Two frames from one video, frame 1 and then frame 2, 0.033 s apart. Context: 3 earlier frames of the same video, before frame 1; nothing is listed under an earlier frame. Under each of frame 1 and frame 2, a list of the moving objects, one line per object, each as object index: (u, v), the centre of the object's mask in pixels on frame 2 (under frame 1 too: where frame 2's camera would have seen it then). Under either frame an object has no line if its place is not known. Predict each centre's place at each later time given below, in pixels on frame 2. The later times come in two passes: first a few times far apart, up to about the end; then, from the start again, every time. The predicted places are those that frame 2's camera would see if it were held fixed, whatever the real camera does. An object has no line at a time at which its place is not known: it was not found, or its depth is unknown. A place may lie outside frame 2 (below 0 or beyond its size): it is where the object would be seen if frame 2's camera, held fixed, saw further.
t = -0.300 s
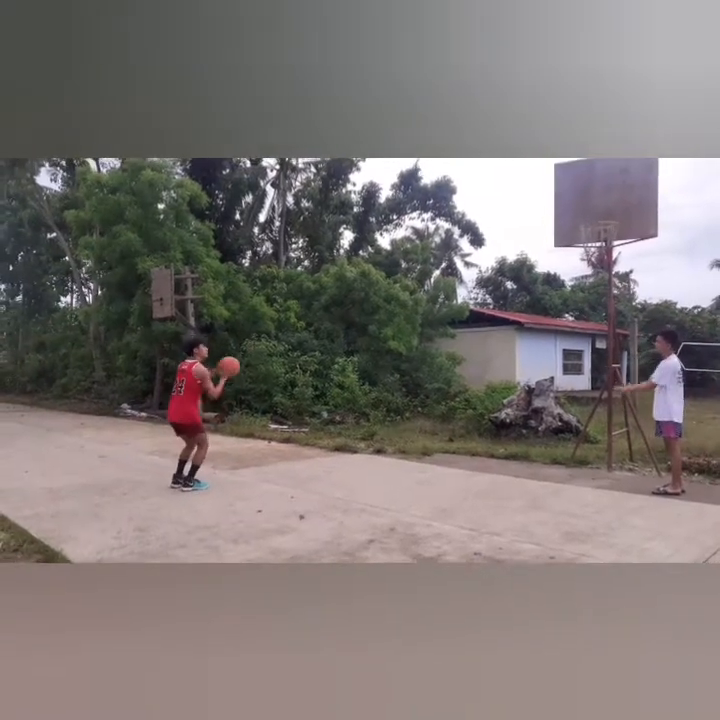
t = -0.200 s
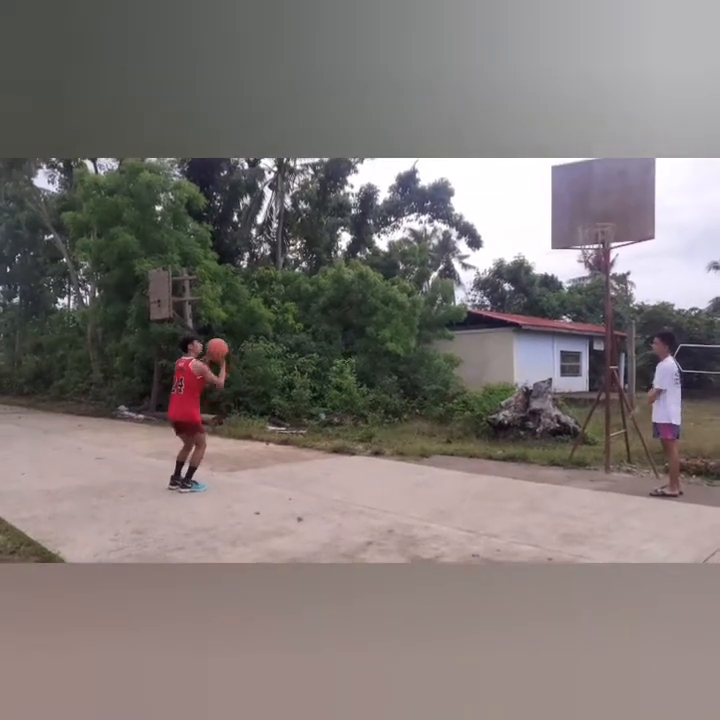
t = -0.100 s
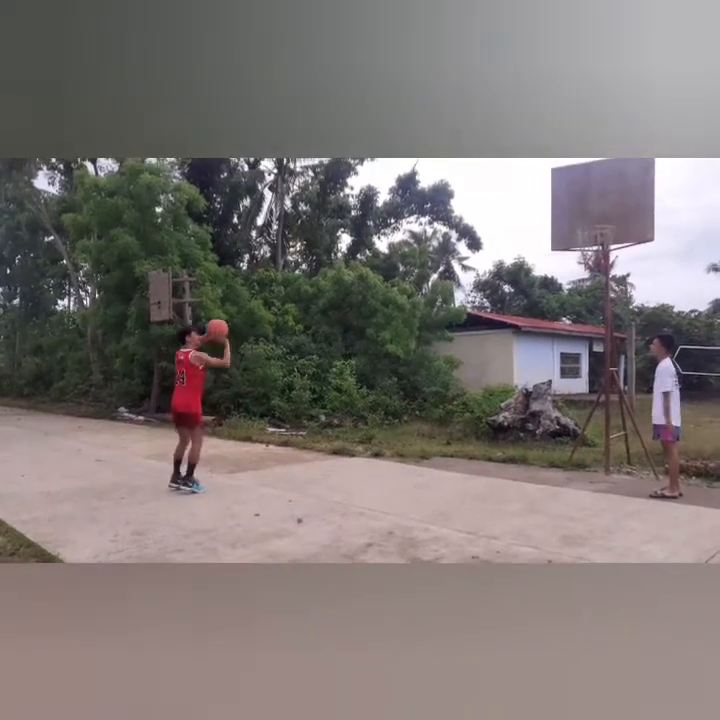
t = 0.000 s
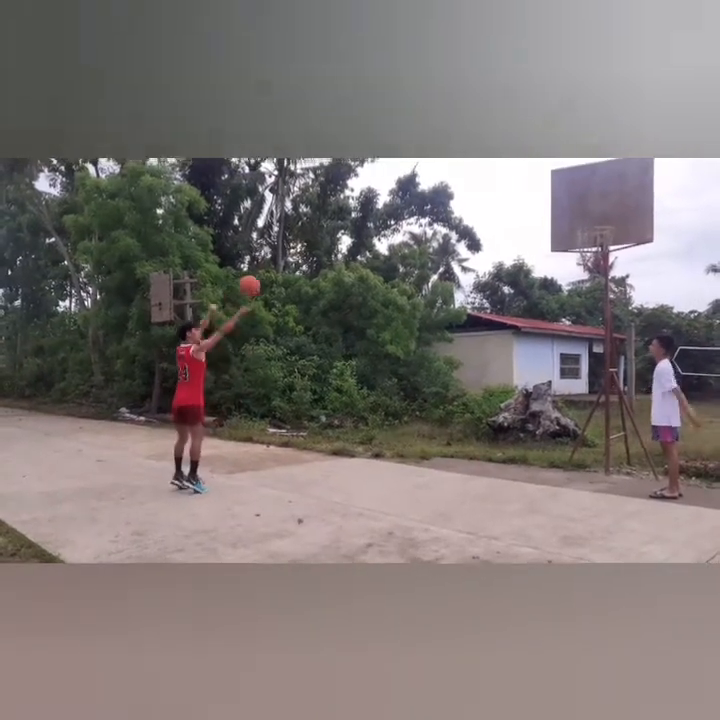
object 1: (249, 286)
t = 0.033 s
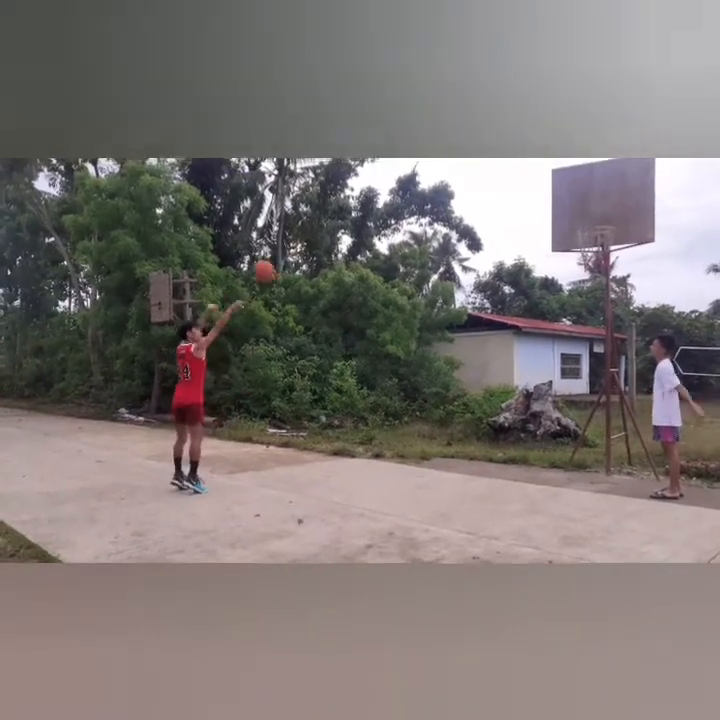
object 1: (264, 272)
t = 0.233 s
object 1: (344, 202)
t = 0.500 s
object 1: (449, 168)
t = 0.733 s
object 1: (533, 181)
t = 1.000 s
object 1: (592, 239)
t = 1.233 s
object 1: (574, 250)
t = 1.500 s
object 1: (581, 285)
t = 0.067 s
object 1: (279, 258)
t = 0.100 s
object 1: (292, 244)
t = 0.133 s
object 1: (305, 232)
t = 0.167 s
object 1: (319, 221)
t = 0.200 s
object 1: (332, 211)
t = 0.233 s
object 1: (344, 202)
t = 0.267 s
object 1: (359, 194)
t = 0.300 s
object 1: (372, 187)
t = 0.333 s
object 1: (385, 181)
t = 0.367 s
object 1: (398, 175)
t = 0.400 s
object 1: (411, 171)
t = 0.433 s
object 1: (423, 169)
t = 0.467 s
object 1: (436, 168)
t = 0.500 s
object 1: (449, 168)
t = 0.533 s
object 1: (461, 168)
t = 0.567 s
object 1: (473, 168)
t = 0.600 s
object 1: (485, 168)
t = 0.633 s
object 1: (497, 169)
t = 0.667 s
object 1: (509, 172)
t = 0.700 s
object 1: (521, 176)
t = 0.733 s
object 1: (533, 181)
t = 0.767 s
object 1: (544, 187)
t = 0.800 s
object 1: (555, 194)
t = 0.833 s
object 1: (568, 201)
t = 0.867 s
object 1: (582, 209)
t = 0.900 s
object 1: (592, 219)
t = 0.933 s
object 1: (602, 226)
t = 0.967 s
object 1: (603, 235)
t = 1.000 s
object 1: (592, 239)
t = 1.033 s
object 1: (584, 246)
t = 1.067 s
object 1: (579, 249)
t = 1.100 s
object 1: (577, 249)
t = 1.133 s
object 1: (576, 249)
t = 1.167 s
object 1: (575, 249)
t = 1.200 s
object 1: (574, 249)
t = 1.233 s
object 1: (574, 250)
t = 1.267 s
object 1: (574, 251)
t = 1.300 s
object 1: (573, 252)
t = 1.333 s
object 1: (573, 257)
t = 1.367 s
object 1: (574, 261)
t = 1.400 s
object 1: (576, 266)
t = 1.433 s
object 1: (578, 270)
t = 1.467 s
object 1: (580, 277)
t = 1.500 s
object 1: (581, 285)
